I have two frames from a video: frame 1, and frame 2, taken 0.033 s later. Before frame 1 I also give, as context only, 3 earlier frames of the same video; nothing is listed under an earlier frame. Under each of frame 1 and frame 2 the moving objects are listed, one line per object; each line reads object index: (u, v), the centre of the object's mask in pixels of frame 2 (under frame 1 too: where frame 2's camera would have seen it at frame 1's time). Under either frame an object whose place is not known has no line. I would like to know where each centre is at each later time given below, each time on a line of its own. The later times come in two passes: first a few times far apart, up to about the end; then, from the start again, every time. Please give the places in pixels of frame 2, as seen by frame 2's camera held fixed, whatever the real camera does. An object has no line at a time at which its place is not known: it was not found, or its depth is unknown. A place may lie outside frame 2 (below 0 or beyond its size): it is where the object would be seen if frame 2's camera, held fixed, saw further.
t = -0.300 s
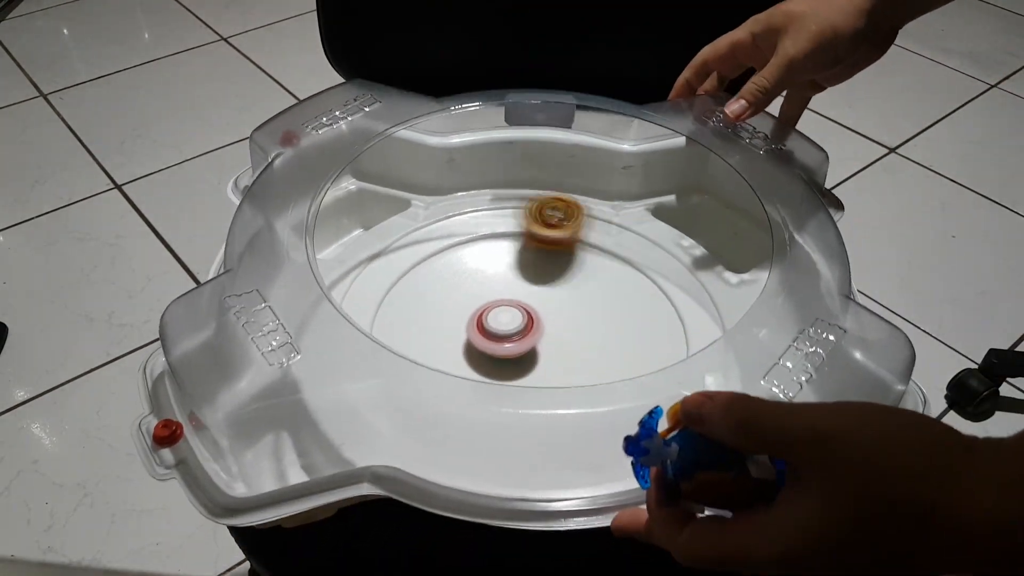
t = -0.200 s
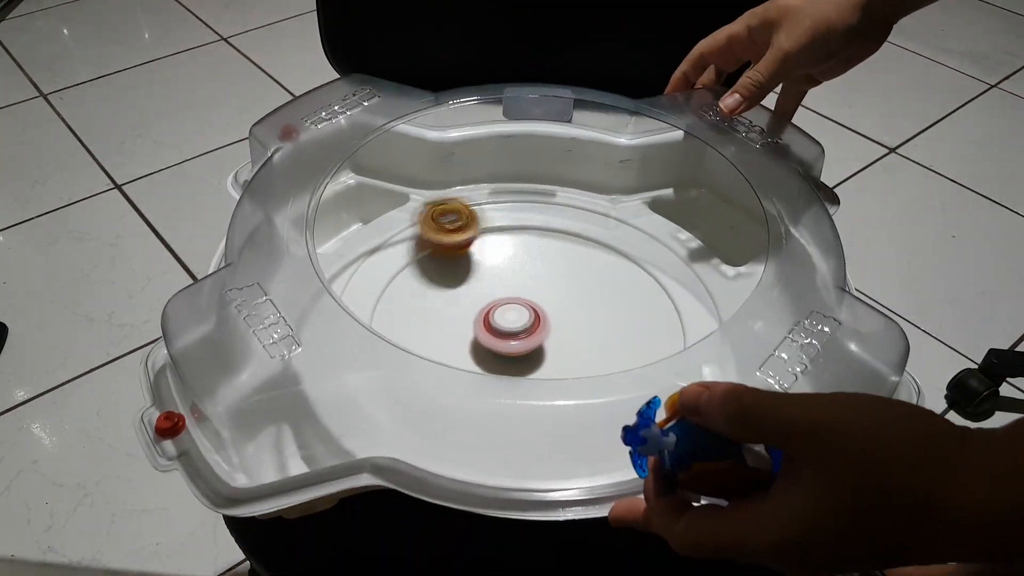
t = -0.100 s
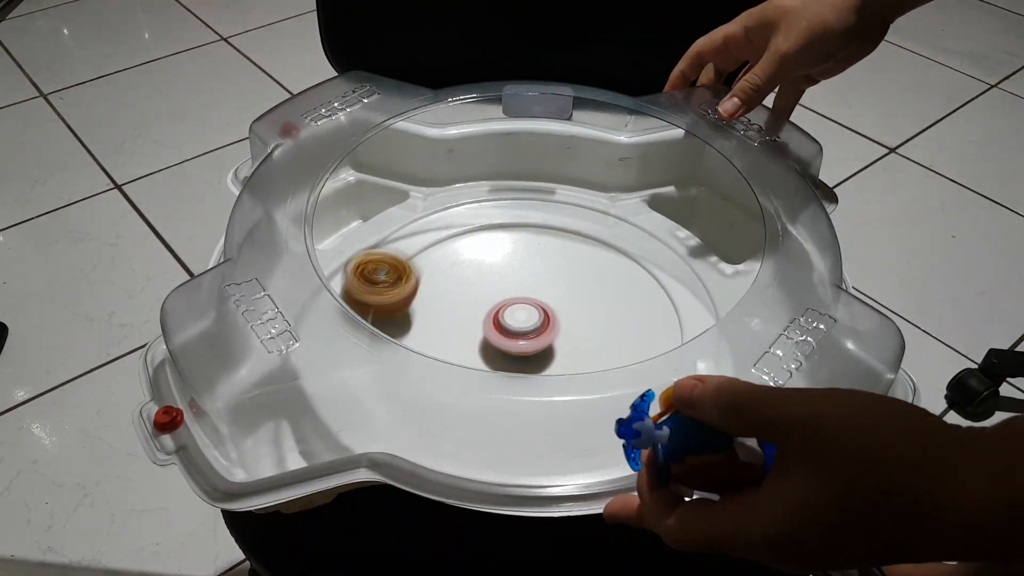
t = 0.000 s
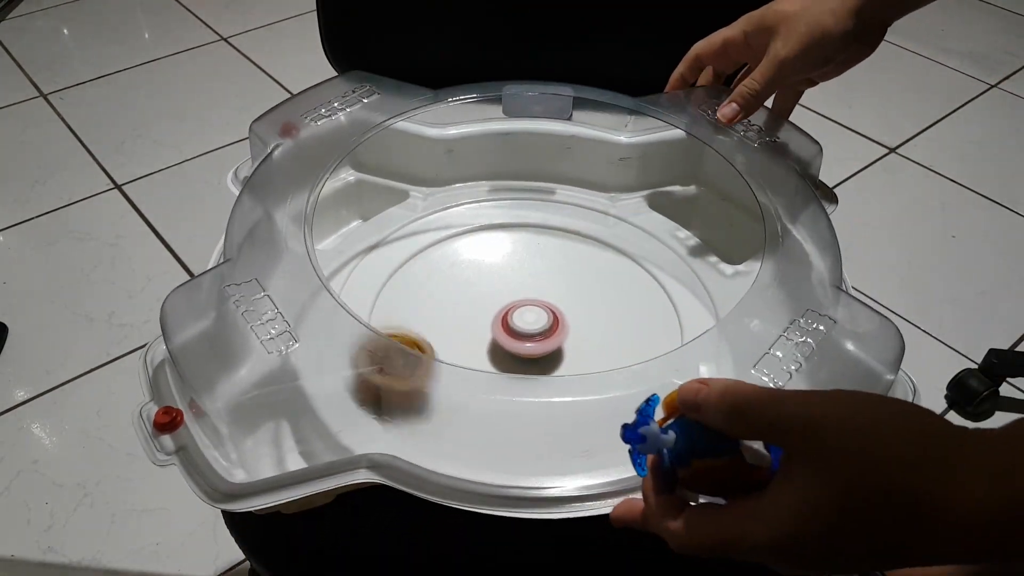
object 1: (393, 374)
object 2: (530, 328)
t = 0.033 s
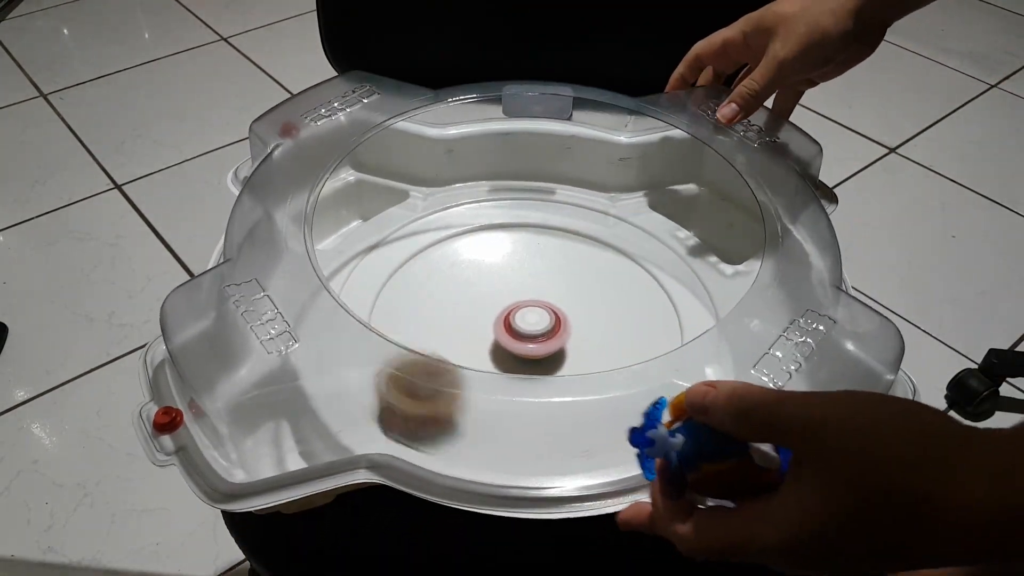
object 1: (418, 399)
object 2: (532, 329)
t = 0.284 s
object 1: (666, 333)
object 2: (534, 331)
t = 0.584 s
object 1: (476, 216)
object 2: (521, 329)
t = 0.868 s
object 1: (428, 405)
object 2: (517, 333)
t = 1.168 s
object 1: (676, 308)
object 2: (527, 332)
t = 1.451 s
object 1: (465, 221)
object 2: (515, 324)
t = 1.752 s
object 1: (443, 412)
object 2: (508, 327)
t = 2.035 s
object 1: (673, 318)
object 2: (519, 330)
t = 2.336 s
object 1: (477, 224)
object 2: (514, 318)
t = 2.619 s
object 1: (415, 384)
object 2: (507, 322)
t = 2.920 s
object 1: (660, 338)
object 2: (520, 326)
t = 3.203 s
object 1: (511, 228)
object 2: (527, 316)
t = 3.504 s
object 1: (425, 342)
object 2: (518, 318)
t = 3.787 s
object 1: (615, 352)
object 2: (517, 322)
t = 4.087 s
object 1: (554, 247)
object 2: (518, 319)
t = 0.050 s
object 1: (437, 411)
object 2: (533, 329)
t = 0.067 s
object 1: (457, 418)
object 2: (534, 330)
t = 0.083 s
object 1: (477, 424)
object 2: (534, 330)
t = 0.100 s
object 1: (499, 428)
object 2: (535, 331)
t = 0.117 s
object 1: (521, 432)
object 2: (535, 331)
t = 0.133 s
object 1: (544, 433)
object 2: (536, 332)
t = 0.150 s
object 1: (566, 430)
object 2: (536, 332)
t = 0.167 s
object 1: (586, 421)
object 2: (536, 332)
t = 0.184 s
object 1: (607, 414)
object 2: (536, 332)
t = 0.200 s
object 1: (626, 404)
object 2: (536, 332)
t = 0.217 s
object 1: (645, 407)
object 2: (536, 332)
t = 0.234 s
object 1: (653, 391)
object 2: (536, 332)
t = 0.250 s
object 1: (649, 348)
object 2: (535, 332)
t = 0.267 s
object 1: (658, 341)
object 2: (535, 332)
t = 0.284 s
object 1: (666, 333)
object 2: (534, 331)
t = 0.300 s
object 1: (673, 324)
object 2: (534, 331)
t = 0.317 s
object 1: (677, 314)
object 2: (533, 331)
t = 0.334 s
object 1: (676, 305)
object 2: (533, 331)
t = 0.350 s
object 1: (672, 292)
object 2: (532, 330)
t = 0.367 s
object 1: (667, 279)
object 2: (531, 330)
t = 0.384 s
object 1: (659, 268)
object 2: (530, 330)
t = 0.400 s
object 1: (649, 256)
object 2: (530, 330)
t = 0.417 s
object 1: (637, 247)
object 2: (529, 329)
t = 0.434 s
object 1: (625, 239)
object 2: (528, 329)
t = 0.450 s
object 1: (611, 231)
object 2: (527, 329)
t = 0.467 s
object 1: (595, 225)
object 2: (526, 329)
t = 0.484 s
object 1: (578, 220)
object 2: (526, 329)
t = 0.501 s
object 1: (562, 216)
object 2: (525, 328)
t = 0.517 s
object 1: (544, 213)
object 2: (524, 328)
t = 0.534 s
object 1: (528, 211)
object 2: (523, 329)
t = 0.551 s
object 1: (511, 212)
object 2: (523, 329)
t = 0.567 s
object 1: (494, 213)
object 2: (522, 329)
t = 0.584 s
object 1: (476, 216)
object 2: (521, 329)
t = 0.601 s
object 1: (461, 221)
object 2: (520, 329)
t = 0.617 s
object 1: (444, 225)
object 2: (520, 329)
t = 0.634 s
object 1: (430, 232)
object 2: (519, 329)
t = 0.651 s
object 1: (418, 242)
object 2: (518, 329)
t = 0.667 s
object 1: (405, 252)
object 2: (518, 330)
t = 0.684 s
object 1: (396, 261)
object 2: (518, 330)
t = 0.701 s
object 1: (388, 272)
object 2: (517, 330)
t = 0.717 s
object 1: (381, 285)
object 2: (517, 330)
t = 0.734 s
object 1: (380, 296)
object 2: (517, 331)
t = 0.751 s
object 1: (381, 305)
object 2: (516, 331)
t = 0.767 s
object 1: (385, 313)
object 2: (516, 331)
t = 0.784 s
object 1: (378, 335)
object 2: (516, 331)
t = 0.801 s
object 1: (383, 357)
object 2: (516, 332)
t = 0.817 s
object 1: (391, 369)
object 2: (516, 332)
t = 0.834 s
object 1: (401, 381)
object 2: (517, 333)
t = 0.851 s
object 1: (414, 394)
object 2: (517, 333)
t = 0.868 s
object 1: (428, 405)
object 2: (517, 333)
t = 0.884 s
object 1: (446, 414)
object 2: (517, 333)
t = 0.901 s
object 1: (465, 420)
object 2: (517, 334)
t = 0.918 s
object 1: (485, 426)
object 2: (518, 334)
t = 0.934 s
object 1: (506, 429)
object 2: (518, 334)
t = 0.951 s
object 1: (527, 430)
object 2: (519, 334)
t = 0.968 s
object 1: (548, 427)
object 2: (520, 334)
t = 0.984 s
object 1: (569, 429)
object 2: (520, 334)
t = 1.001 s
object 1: (589, 424)
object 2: (521, 334)
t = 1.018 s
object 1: (608, 413)
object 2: (522, 334)
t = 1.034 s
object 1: (627, 405)
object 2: (523, 334)
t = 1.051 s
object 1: (647, 408)
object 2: (524, 334)
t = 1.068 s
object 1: (657, 402)
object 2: (524, 334)
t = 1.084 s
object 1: (648, 349)
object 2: (525, 333)
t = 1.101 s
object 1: (657, 341)
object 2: (526, 333)
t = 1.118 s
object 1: (665, 334)
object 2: (526, 333)
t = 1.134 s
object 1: (671, 326)
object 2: (527, 332)
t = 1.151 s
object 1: (675, 318)
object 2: (528, 332)
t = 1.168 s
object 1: (676, 308)
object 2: (527, 332)
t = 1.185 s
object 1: (674, 296)
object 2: (528, 331)
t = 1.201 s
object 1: (669, 286)
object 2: (528, 331)
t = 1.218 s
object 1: (662, 274)
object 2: (528, 330)
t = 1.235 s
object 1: (653, 263)
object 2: (527, 330)
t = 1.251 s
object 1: (643, 253)
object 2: (527, 329)
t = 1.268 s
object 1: (631, 244)
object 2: (526, 329)
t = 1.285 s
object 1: (619, 237)
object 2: (526, 328)
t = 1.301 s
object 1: (605, 231)
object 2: (525, 327)
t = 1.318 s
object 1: (591, 224)
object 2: (524, 327)
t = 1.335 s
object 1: (576, 220)
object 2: (523, 326)
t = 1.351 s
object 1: (560, 217)
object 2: (522, 326)
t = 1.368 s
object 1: (544, 215)
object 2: (521, 325)
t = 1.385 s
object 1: (528, 213)
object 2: (520, 325)
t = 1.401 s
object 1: (512, 214)
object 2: (518, 324)
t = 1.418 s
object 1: (497, 214)
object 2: (517, 324)
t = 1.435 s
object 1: (481, 217)
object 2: (516, 324)
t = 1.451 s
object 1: (465, 221)
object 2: (515, 324)
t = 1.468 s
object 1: (451, 226)
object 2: (513, 324)
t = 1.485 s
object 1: (437, 233)
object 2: (512, 323)
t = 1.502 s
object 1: (425, 240)
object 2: (511, 323)
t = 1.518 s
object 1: (413, 249)
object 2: (510, 323)
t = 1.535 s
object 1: (403, 256)
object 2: (509, 323)
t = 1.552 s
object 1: (393, 269)
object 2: (508, 323)
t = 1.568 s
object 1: (387, 277)
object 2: (508, 324)
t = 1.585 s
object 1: (383, 290)
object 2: (507, 324)
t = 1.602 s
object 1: (382, 299)
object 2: (507, 324)
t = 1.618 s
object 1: (384, 307)
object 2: (506, 324)
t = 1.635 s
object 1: (382, 322)
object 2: (506, 325)
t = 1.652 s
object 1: (382, 336)
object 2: (506, 325)
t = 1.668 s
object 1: (387, 357)
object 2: (506, 325)
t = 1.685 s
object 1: (393, 370)
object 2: (506, 326)
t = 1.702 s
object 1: (404, 381)
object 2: (506, 326)
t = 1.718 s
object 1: (414, 393)
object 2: (507, 326)
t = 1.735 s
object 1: (426, 403)
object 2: (507, 327)
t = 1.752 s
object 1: (443, 412)
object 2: (508, 327)
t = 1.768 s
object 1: (460, 419)
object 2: (509, 328)
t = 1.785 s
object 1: (479, 423)
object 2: (509, 329)
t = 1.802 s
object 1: (499, 427)
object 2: (510, 329)
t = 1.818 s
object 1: (519, 430)
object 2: (511, 330)
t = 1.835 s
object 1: (539, 431)
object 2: (511, 330)
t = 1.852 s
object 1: (558, 427)
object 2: (512, 330)
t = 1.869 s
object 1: (578, 423)
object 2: (513, 331)
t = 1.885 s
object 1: (597, 417)
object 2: (514, 331)
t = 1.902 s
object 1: (614, 409)
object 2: (514, 331)
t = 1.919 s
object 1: (631, 403)
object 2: (515, 331)
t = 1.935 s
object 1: (628, 360)
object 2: (516, 331)
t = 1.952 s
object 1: (639, 354)
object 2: (516, 331)
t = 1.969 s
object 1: (649, 347)
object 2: (517, 331)
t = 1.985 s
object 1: (659, 340)
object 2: (518, 331)
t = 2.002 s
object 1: (664, 333)
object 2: (518, 331)
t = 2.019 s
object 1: (670, 326)
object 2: (519, 330)
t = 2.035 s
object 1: (673, 318)
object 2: (519, 330)
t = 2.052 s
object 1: (674, 308)
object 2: (520, 330)
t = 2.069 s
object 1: (670, 297)
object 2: (520, 329)
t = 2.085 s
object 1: (665, 287)
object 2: (521, 328)
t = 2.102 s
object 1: (659, 276)
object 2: (521, 328)
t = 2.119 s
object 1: (650, 267)
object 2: (521, 327)
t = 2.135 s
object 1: (641, 257)
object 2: (521, 326)
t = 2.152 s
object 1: (630, 250)
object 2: (521, 326)
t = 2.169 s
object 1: (620, 242)
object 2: (521, 325)
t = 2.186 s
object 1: (607, 236)
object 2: (520, 324)
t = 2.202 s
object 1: (594, 230)
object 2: (520, 323)
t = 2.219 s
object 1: (580, 225)
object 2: (519, 323)
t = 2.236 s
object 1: (566, 222)
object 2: (518, 322)
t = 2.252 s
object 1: (551, 220)
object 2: (518, 321)
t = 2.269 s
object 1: (536, 219)
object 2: (517, 321)
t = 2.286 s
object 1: (521, 219)
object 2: (516, 320)
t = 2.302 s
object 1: (507, 218)
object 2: (515, 319)
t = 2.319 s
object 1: (492, 220)
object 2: (514, 319)
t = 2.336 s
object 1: (477, 224)
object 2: (514, 318)
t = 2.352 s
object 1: (463, 227)
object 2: (512, 318)
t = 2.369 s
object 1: (449, 233)
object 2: (511, 318)
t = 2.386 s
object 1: (437, 237)
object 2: (511, 318)
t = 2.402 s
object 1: (426, 245)
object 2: (510, 317)
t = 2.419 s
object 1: (415, 253)
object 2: (509, 317)
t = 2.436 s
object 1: (407, 260)
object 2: (508, 317)
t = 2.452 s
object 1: (399, 271)
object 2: (508, 317)
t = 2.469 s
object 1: (393, 280)
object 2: (507, 317)
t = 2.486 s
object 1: (388, 292)
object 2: (507, 318)
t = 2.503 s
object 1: (387, 299)
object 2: (506, 318)
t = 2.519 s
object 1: (388, 308)
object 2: (506, 319)
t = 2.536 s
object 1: (392, 316)
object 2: (506, 319)
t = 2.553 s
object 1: (396, 323)
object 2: (506, 319)
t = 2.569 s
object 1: (404, 331)
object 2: (506, 320)
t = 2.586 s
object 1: (411, 338)
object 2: (507, 321)
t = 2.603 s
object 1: (420, 345)
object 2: (507, 321)
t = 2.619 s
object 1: (415, 384)
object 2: (507, 322)
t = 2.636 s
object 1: (427, 391)
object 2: (507, 322)
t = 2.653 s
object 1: (441, 403)
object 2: (508, 323)
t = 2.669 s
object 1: (457, 410)
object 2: (509, 323)
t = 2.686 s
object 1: (474, 416)
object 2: (509, 324)
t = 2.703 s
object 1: (490, 420)
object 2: (510, 324)
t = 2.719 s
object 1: (508, 422)
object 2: (511, 325)
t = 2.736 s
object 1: (527, 424)
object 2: (511, 326)
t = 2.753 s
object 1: (545, 424)
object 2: (512, 326)
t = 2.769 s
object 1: (563, 420)
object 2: (513, 326)
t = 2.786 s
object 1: (580, 417)
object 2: (513, 327)
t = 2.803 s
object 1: (596, 411)
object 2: (514, 327)
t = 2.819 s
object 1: (611, 403)
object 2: (515, 327)
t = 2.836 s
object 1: (625, 398)
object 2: (515, 327)
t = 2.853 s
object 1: (635, 389)
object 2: (517, 327)
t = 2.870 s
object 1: (642, 380)
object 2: (518, 327)
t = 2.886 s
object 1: (648, 369)
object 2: (518, 327)
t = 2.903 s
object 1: (657, 347)
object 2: (519, 327)
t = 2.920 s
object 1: (660, 338)
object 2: (520, 326)
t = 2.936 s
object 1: (659, 326)
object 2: (521, 326)
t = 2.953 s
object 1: (659, 319)
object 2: (522, 326)
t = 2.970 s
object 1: (659, 309)
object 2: (522, 325)
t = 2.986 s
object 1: (654, 299)
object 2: (523, 325)
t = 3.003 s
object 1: (649, 288)
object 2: (524, 324)
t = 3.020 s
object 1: (642, 279)
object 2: (525, 324)
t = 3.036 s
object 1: (634, 270)
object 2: (525, 323)
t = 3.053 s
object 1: (626, 262)
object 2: (526, 323)
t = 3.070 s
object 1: (615, 255)
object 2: (526, 322)
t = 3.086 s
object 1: (604, 249)
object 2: (527, 321)
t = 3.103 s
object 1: (592, 243)
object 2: (527, 320)
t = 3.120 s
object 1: (580, 237)
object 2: (527, 320)
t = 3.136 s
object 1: (566, 233)
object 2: (527, 319)
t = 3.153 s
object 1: (553, 231)
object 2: (527, 318)
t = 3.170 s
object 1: (539, 229)
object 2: (527, 317)
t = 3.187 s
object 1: (526, 227)
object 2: (527, 317)
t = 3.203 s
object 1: (511, 228)
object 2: (527, 316)
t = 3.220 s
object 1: (498, 227)
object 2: (527, 316)
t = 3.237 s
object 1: (484, 231)
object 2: (527, 316)
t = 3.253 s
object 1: (471, 233)
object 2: (526, 316)
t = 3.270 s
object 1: (457, 239)
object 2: (526, 315)
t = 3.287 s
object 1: (446, 243)
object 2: (525, 315)
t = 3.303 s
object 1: (435, 249)
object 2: (524, 315)
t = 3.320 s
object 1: (425, 256)
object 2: (524, 315)
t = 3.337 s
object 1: (416, 264)
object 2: (523, 315)
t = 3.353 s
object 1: (408, 273)
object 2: (523, 316)
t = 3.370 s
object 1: (403, 282)
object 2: (522, 316)
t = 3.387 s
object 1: (398, 290)
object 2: (522, 316)
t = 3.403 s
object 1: (396, 301)
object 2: (521, 316)
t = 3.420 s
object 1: (396, 308)
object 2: (520, 316)
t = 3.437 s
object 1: (398, 315)
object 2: (520, 316)
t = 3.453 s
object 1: (403, 322)
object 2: (519, 317)
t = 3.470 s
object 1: (409, 329)
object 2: (519, 317)
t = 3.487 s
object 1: (416, 335)
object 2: (518, 318)
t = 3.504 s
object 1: (425, 342)
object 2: (518, 318)
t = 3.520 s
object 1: (434, 348)
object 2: (518, 318)
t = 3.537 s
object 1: (444, 353)
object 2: (518, 319)
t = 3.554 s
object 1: (456, 358)
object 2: (517, 319)
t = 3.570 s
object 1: (467, 362)
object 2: (517, 320)
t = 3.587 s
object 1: (478, 365)
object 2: (517, 320)
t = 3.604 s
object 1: (491, 368)
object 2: (517, 321)
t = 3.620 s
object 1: (505, 370)
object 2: (516, 321)
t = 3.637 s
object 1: (516, 371)
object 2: (516, 321)
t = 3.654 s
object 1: (529, 371)
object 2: (516, 322)
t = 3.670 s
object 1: (542, 372)
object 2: (515, 322)
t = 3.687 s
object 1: (556, 370)
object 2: (515, 322)
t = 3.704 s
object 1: (568, 369)
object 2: (516, 322)
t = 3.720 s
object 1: (579, 366)
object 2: (516, 322)
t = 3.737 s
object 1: (590, 363)
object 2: (516, 322)
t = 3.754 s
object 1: (598, 360)
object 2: (516, 322)
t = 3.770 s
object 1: (608, 356)
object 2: (517, 322)
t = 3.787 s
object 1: (615, 352)
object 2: (517, 322)
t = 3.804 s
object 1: (621, 347)
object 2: (518, 322)
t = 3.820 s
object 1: (626, 344)
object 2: (518, 322)
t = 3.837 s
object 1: (630, 339)
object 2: (518, 322)
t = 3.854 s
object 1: (634, 332)
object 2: (518, 322)
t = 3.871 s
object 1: (636, 326)
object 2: (519, 321)
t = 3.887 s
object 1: (635, 318)
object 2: (519, 321)
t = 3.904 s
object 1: (633, 309)
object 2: (519, 321)
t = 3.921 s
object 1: (631, 302)
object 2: (519, 321)
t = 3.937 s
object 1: (626, 294)
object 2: (519, 320)
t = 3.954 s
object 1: (622, 286)
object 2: (518, 320)
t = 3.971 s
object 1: (616, 279)
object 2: (518, 320)
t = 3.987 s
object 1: (609, 273)
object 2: (518, 320)
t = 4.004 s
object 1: (601, 267)
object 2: (518, 320)
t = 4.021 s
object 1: (593, 261)
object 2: (518, 320)
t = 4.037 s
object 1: (584, 257)
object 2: (518, 319)
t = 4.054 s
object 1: (574, 251)
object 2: (518, 319)
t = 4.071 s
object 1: (564, 249)
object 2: (518, 319)
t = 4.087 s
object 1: (554, 247)
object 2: (518, 319)
